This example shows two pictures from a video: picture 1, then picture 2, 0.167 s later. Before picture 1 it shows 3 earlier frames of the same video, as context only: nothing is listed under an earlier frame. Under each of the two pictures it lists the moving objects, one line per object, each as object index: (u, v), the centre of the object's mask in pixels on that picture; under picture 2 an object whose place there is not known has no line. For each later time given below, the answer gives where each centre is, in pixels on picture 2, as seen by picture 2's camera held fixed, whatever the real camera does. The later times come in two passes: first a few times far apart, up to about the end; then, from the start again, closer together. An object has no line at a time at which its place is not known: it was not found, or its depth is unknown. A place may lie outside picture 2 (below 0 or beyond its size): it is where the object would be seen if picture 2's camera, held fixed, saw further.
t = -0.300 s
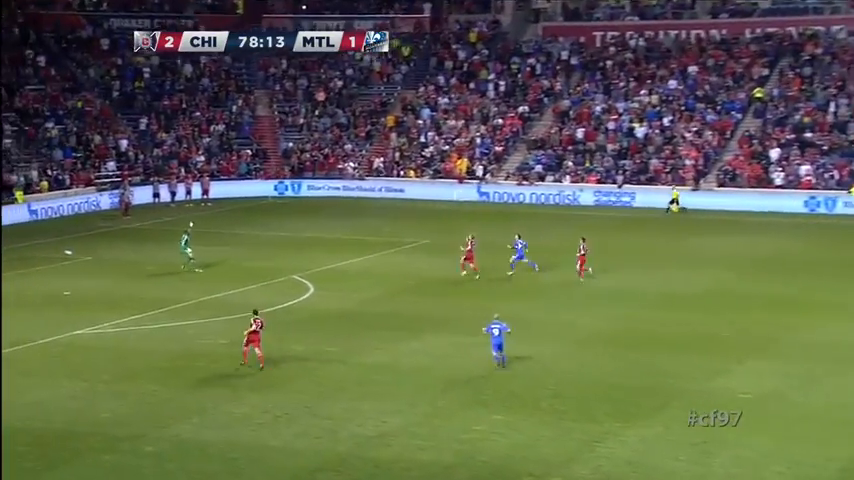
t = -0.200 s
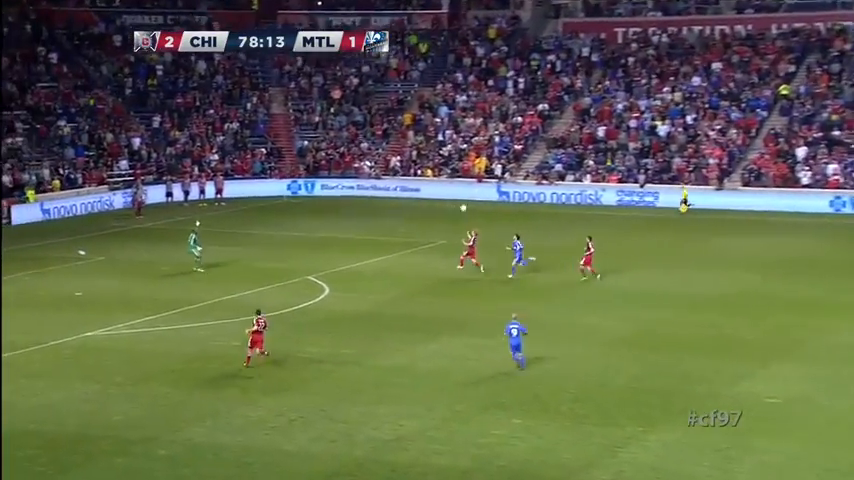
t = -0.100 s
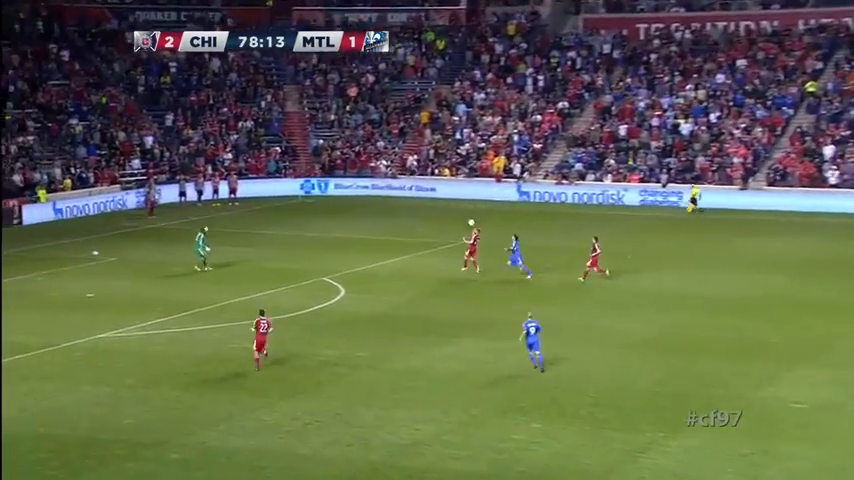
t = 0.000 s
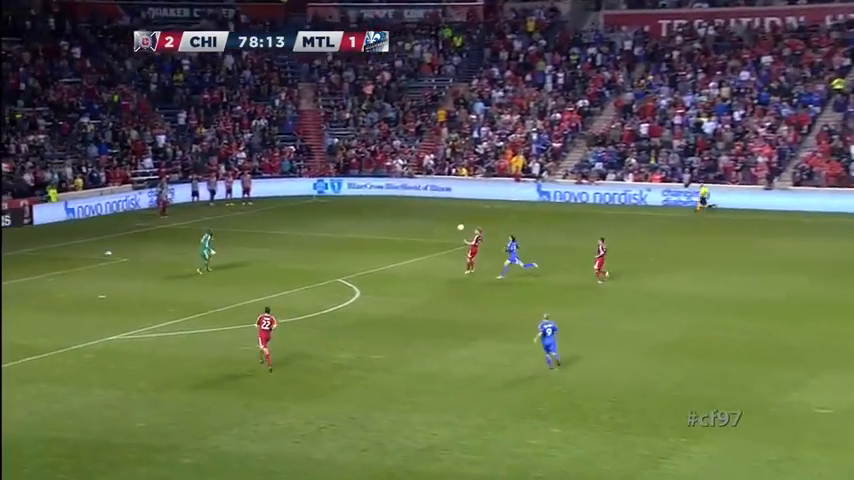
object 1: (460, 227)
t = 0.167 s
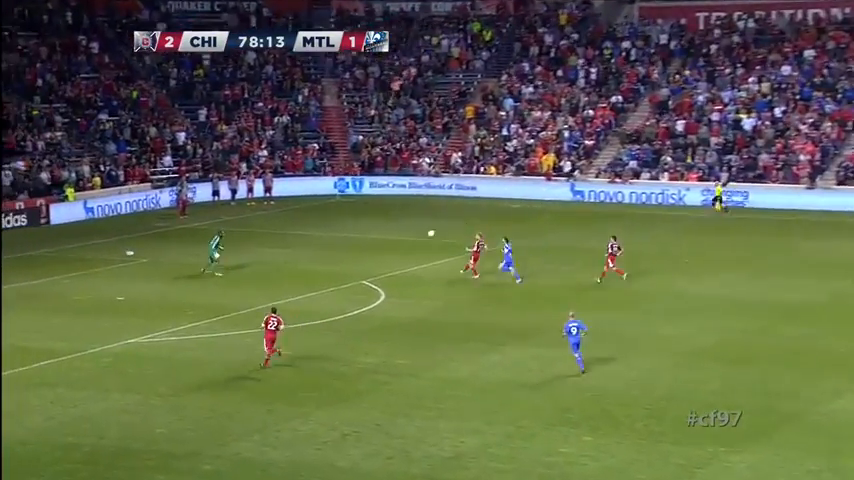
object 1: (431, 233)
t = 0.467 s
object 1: (337, 264)
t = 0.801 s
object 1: (261, 248)
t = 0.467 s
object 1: (337, 264)
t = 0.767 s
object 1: (268, 250)
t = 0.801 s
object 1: (261, 248)
